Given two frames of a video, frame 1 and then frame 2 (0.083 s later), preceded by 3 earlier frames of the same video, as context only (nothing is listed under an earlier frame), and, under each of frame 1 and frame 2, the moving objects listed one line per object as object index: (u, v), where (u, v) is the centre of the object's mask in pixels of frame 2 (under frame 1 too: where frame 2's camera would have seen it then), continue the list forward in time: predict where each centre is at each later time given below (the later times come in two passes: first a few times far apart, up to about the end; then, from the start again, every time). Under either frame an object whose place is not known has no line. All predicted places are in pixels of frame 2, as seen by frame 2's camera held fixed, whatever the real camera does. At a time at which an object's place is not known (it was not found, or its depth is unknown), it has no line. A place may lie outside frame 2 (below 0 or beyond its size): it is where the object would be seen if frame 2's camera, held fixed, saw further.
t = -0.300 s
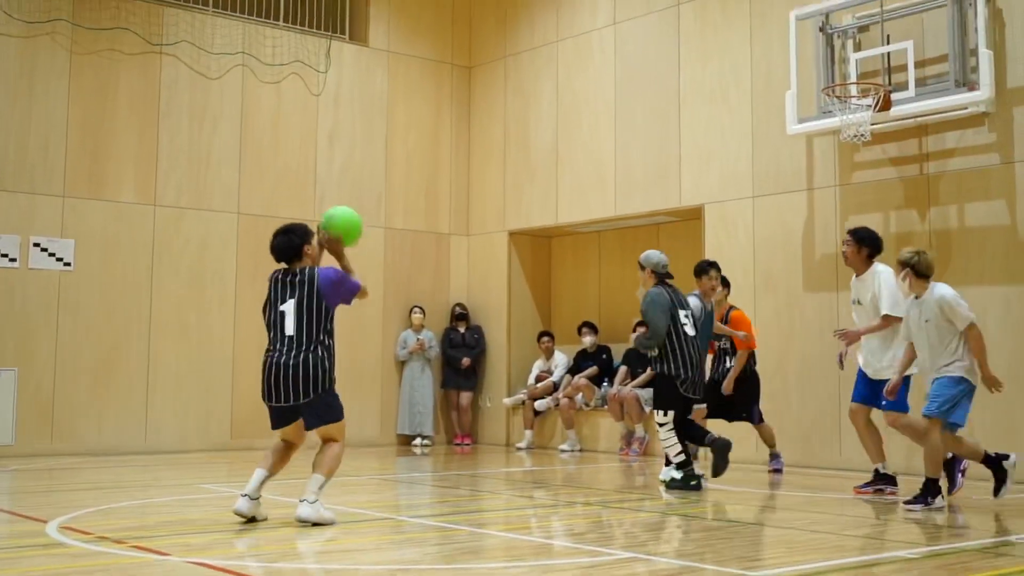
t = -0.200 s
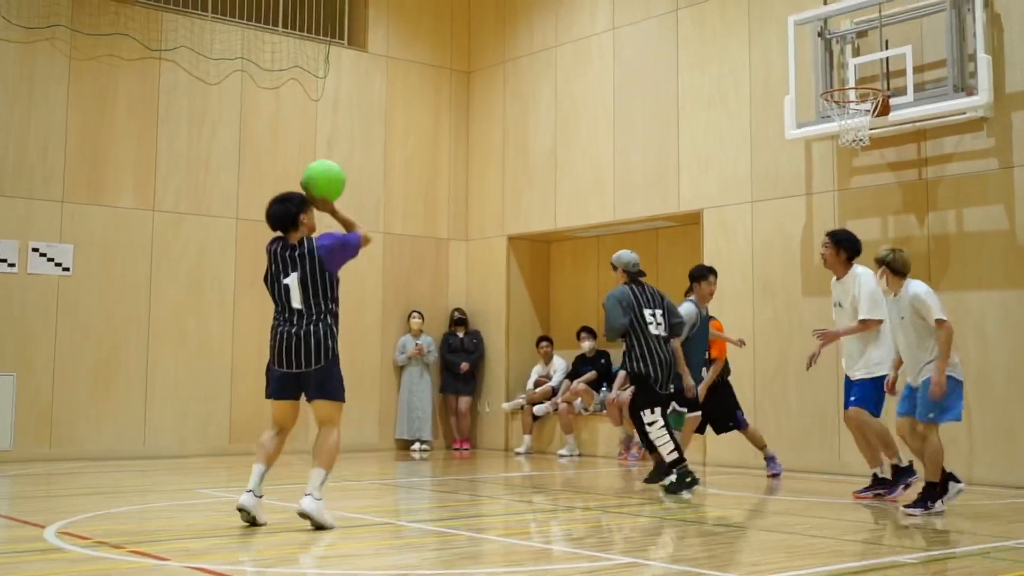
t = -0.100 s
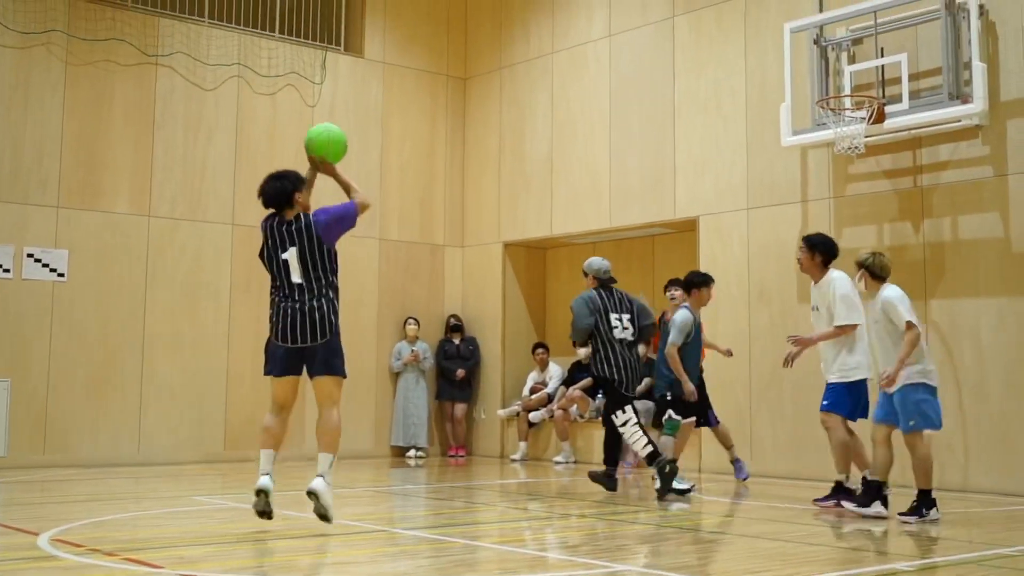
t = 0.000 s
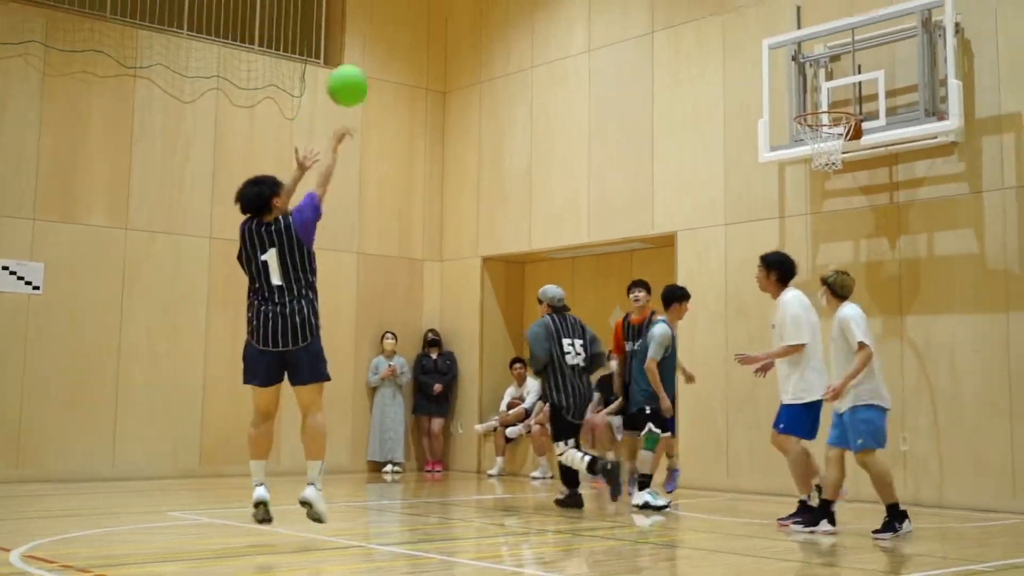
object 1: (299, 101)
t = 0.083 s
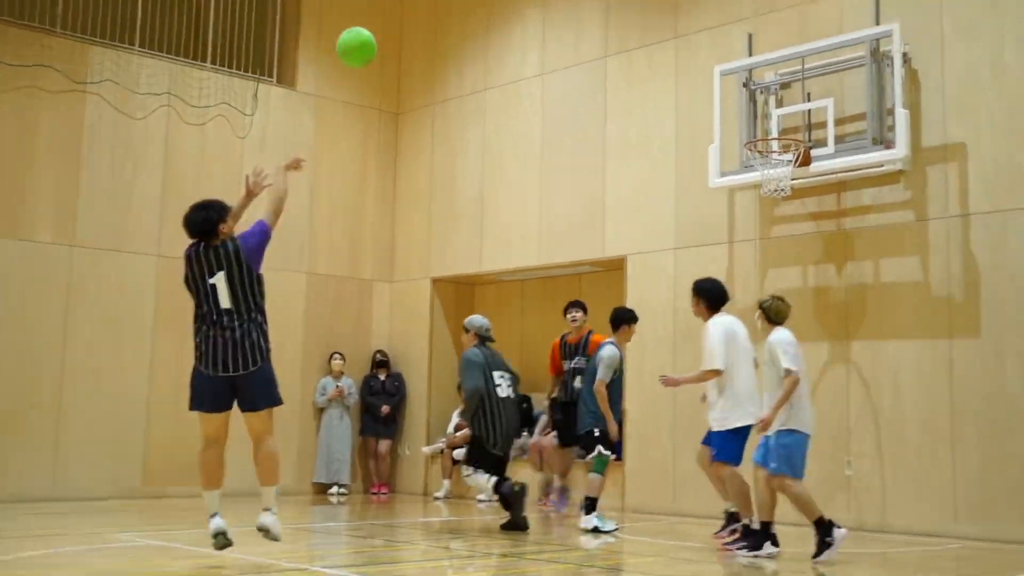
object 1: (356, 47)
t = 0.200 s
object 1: (429, -8)
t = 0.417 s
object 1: (543, -46)
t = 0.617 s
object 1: (631, -32)
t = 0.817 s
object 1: (710, 33)
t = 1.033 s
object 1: (786, 152)
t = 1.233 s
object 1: (767, 182)
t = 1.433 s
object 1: (737, 241)
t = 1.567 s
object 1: (717, 306)
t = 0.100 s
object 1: (368, 38)
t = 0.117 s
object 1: (378, 29)
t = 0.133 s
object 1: (389, 21)
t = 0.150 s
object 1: (399, 13)
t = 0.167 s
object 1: (409, 6)
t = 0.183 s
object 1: (419, -1)
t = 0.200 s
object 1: (429, -8)
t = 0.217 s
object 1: (438, -13)
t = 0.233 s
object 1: (448, -19)
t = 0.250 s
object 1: (457, -23)
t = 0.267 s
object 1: (466, -27)
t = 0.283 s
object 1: (475, -31)
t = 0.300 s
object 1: (484, -34)
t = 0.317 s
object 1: (494, -37)
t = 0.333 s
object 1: (502, -40)
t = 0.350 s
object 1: (510, -42)
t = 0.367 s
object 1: (519, -43)
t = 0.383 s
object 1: (527, -45)
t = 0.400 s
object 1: (535, -46)
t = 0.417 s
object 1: (543, -46)
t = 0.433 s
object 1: (551, -47)
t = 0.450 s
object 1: (559, -47)
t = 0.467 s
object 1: (566, -47)
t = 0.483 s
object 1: (574, -47)
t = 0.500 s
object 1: (581, -47)
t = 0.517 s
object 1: (589, -46)
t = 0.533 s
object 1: (596, -45)
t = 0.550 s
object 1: (604, -43)
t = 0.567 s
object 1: (611, -41)
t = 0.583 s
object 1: (618, -38)
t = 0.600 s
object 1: (625, -35)
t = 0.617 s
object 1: (631, -32)
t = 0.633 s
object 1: (638, -28)
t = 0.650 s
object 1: (645, -24)
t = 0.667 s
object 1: (652, -20)
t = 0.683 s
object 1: (659, -15)
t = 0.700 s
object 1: (666, -10)
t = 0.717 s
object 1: (672, -4)
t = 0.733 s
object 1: (679, 1)
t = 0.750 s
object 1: (685, 7)
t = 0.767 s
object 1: (691, 13)
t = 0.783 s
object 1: (698, 19)
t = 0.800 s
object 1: (704, 26)
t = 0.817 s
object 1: (710, 33)
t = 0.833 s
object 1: (716, 41)
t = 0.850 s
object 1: (723, 48)
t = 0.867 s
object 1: (729, 56)
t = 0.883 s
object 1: (735, 64)
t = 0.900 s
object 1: (740, 73)
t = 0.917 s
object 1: (747, 82)
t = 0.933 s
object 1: (753, 90)
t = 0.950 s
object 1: (759, 99)
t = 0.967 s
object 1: (765, 109)
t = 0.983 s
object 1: (770, 119)
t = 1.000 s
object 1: (777, 126)
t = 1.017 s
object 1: (781, 139)
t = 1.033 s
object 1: (786, 152)
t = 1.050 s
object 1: (793, 159)
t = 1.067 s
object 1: (794, 165)
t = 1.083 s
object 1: (792, 167)
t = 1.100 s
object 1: (790, 167)
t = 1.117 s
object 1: (786, 169)
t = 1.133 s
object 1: (783, 170)
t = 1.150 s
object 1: (780, 171)
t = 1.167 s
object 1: (778, 173)
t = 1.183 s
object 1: (775, 175)
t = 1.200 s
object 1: (774, 175)
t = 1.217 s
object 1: (771, 177)
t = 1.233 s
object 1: (767, 182)
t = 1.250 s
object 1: (765, 186)
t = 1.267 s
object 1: (763, 188)
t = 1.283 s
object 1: (760, 193)
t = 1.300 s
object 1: (758, 196)
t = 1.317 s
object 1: (755, 200)
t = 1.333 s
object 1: (752, 205)
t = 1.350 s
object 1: (749, 211)
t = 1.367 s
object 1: (746, 216)
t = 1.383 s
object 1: (744, 222)
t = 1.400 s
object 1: (742, 228)
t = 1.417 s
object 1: (739, 234)
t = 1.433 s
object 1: (737, 241)
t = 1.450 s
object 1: (734, 248)
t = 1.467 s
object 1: (732, 255)
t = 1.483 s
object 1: (730, 263)
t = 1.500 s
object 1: (727, 271)
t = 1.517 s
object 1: (725, 279)
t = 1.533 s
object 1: (723, 288)
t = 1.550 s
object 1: (720, 297)
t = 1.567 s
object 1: (717, 306)
